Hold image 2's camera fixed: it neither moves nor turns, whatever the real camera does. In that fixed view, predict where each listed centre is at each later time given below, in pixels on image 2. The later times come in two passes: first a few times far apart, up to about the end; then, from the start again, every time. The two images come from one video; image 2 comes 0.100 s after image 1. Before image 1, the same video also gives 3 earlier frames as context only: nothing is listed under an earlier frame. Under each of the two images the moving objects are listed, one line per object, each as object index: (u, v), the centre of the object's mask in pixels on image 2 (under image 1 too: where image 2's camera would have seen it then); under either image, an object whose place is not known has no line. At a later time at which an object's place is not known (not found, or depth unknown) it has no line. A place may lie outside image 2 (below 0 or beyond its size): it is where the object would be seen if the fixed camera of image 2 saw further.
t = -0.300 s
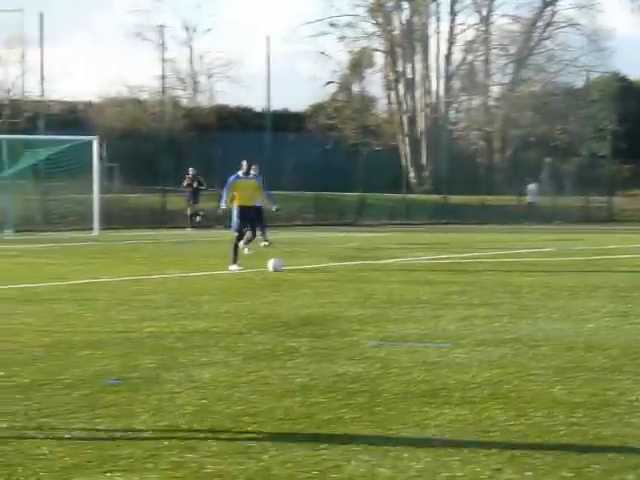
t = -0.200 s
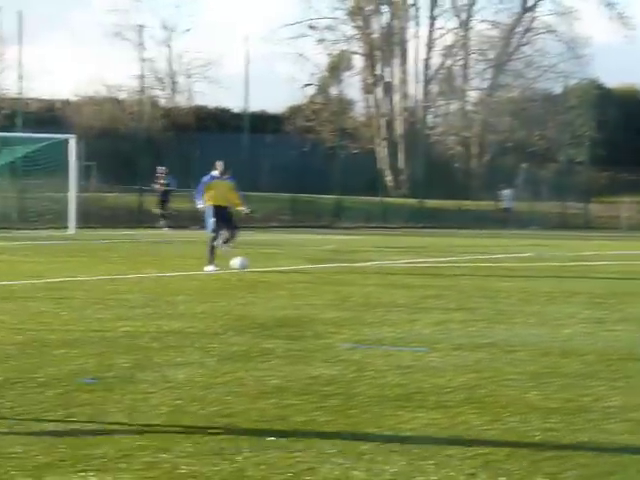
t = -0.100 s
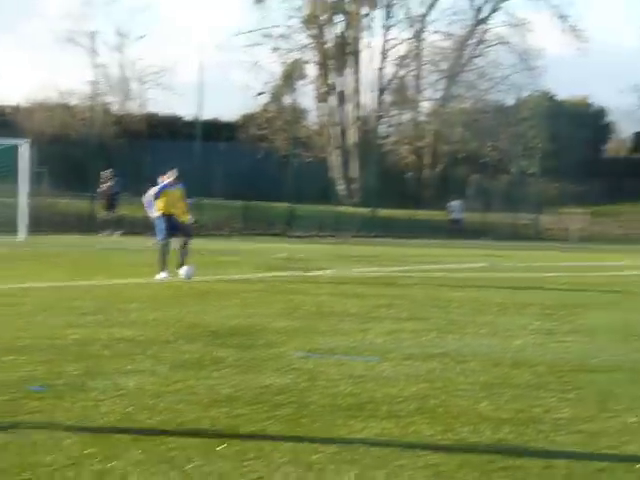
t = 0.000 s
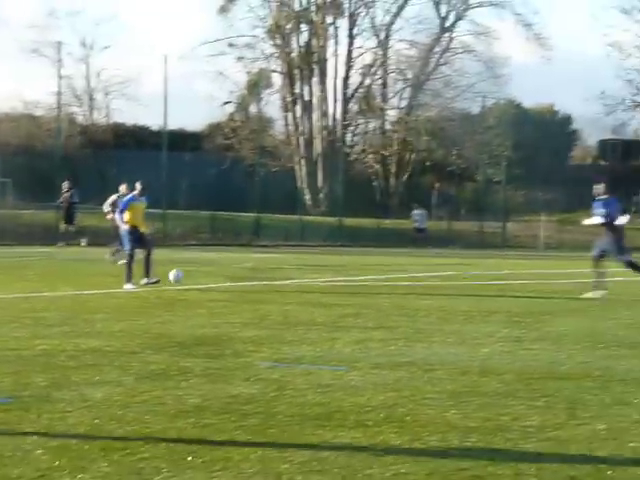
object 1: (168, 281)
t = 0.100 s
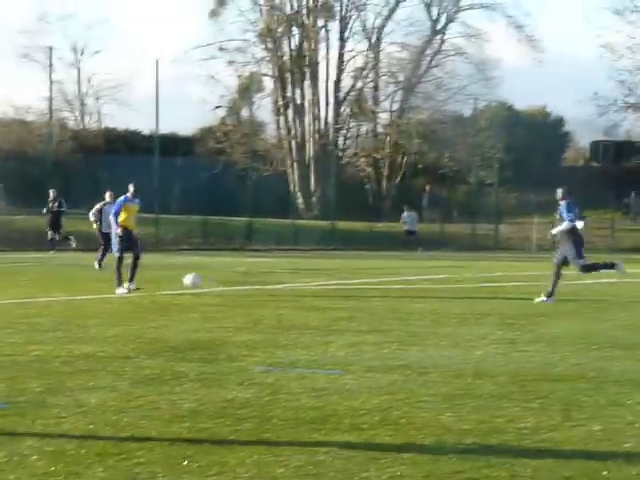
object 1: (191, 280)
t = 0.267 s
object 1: (229, 295)
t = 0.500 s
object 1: (276, 292)
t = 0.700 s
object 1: (315, 298)
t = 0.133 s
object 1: (199, 282)
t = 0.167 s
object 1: (207, 284)
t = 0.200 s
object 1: (213, 286)
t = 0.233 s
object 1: (221, 290)
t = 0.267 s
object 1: (229, 295)
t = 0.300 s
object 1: (235, 293)
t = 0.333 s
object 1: (242, 291)
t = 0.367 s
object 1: (249, 290)
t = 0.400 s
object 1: (254, 289)
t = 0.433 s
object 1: (261, 289)
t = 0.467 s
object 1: (269, 290)
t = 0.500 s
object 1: (276, 292)
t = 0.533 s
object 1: (284, 295)
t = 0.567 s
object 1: (290, 299)
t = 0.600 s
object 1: (296, 299)
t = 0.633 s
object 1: (302, 299)
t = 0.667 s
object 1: (309, 299)
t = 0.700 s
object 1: (315, 298)
